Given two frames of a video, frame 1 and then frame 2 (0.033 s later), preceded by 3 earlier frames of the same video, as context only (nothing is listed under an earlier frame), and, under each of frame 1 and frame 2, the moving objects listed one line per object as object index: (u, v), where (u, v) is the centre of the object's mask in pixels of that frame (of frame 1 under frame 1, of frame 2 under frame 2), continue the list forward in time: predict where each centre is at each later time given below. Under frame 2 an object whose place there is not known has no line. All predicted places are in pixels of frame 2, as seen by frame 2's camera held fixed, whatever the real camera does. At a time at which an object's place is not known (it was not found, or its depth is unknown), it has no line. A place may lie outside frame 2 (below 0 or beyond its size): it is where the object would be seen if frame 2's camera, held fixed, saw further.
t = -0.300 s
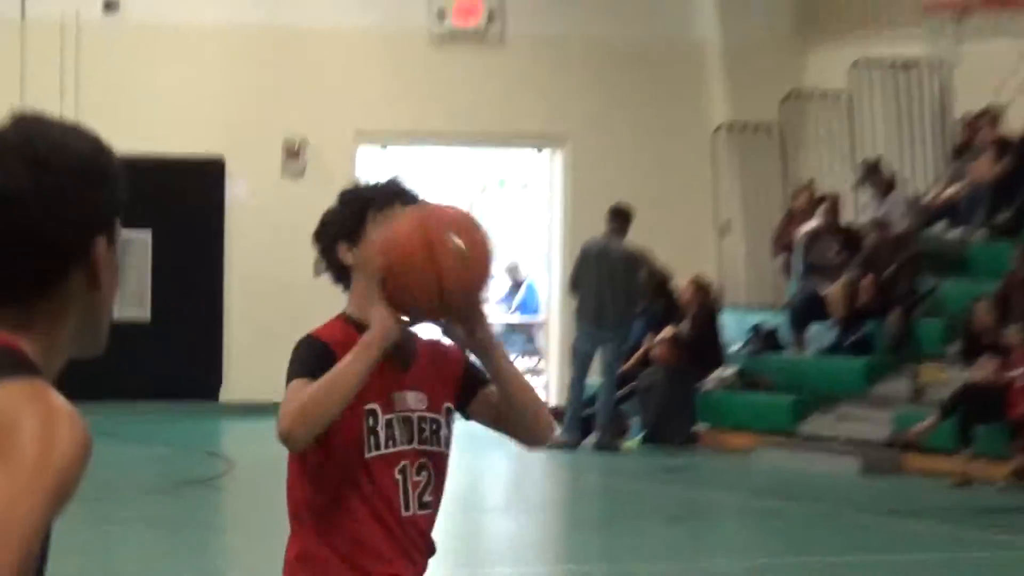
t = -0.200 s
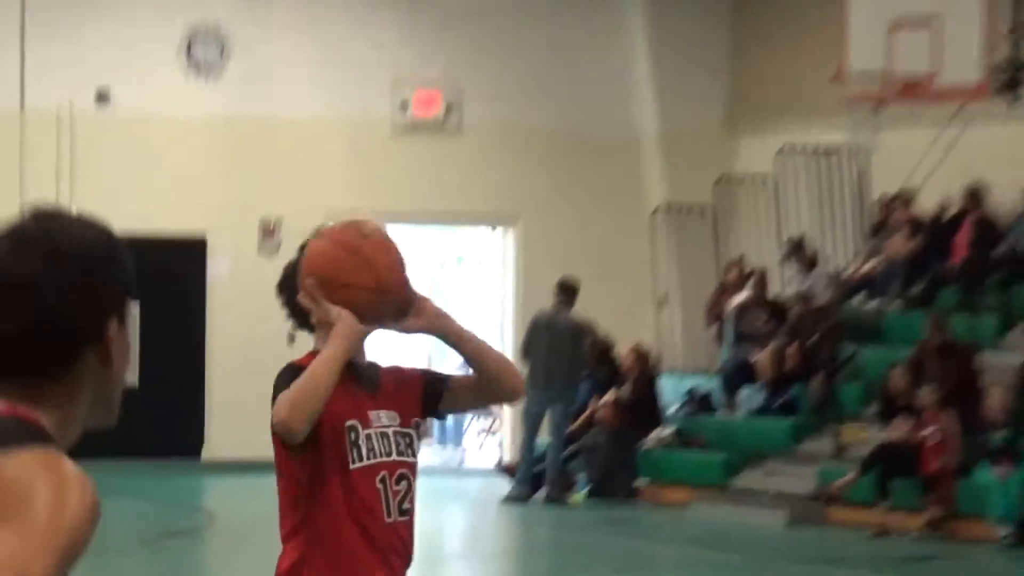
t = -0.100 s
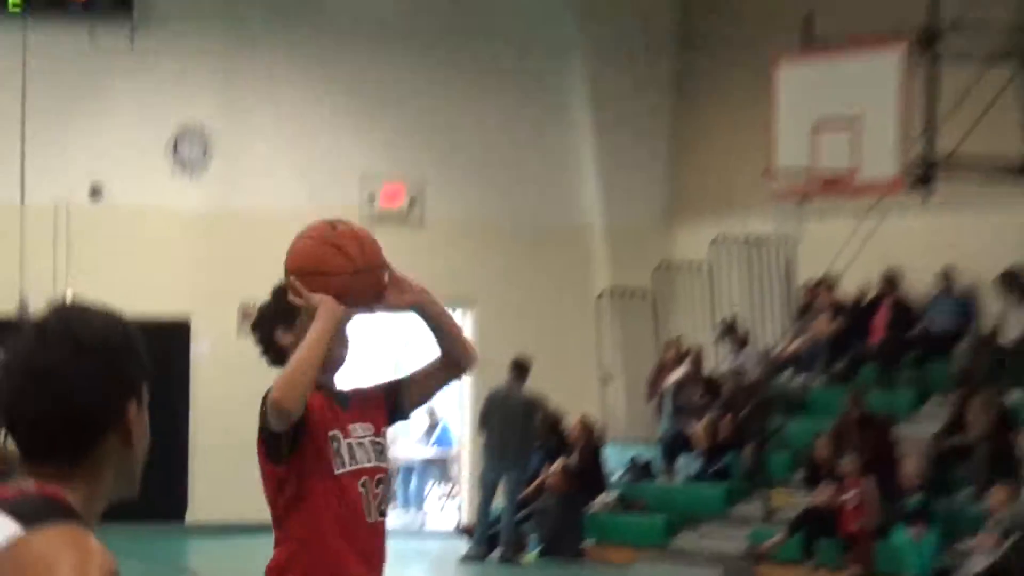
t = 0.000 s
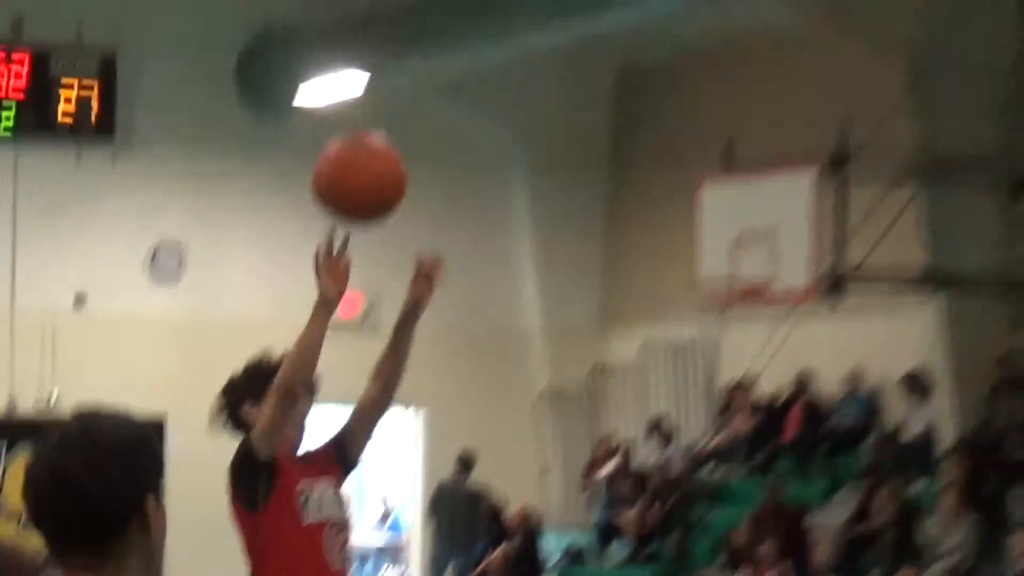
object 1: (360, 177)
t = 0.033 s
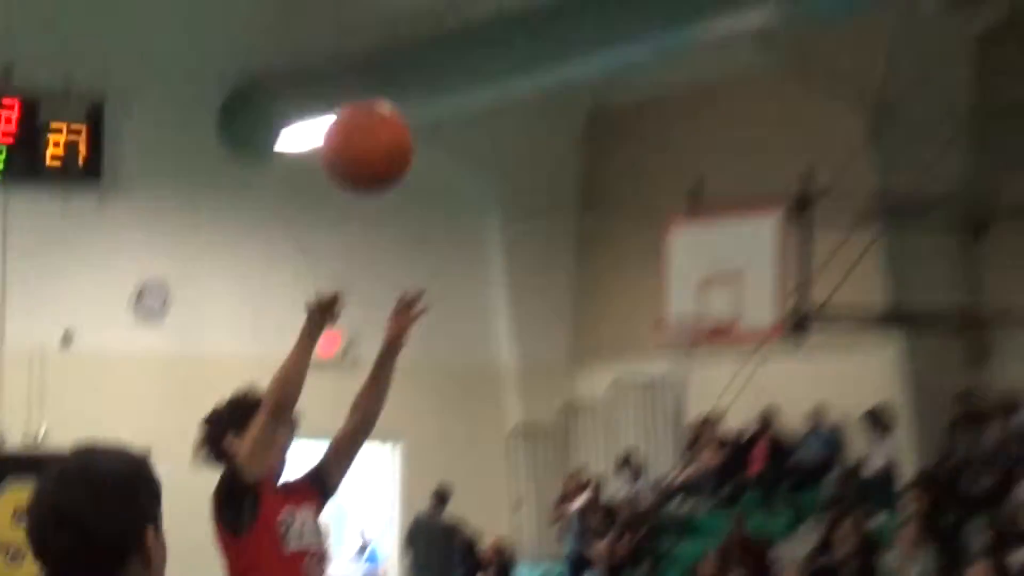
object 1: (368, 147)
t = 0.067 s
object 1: (392, 70)
